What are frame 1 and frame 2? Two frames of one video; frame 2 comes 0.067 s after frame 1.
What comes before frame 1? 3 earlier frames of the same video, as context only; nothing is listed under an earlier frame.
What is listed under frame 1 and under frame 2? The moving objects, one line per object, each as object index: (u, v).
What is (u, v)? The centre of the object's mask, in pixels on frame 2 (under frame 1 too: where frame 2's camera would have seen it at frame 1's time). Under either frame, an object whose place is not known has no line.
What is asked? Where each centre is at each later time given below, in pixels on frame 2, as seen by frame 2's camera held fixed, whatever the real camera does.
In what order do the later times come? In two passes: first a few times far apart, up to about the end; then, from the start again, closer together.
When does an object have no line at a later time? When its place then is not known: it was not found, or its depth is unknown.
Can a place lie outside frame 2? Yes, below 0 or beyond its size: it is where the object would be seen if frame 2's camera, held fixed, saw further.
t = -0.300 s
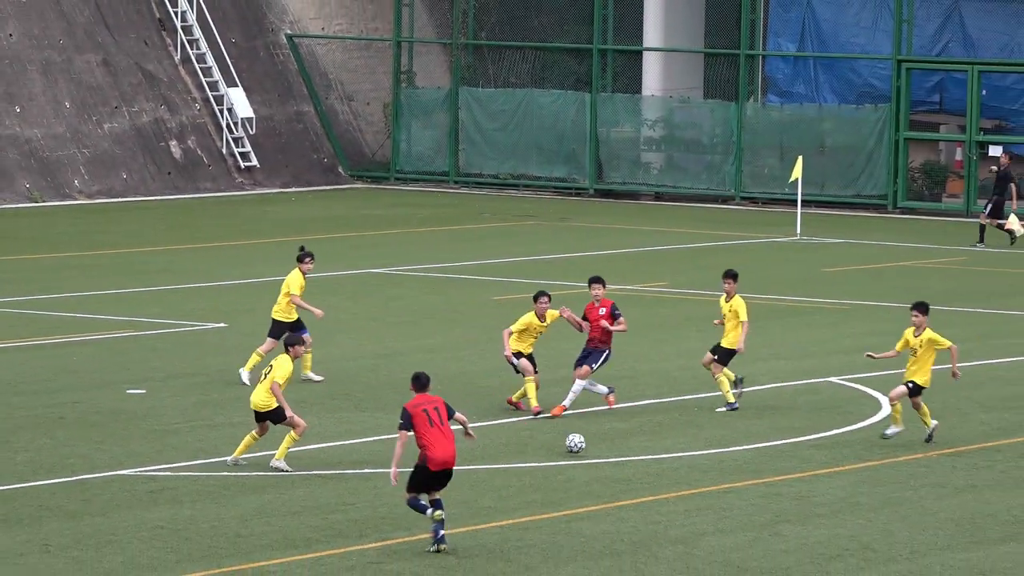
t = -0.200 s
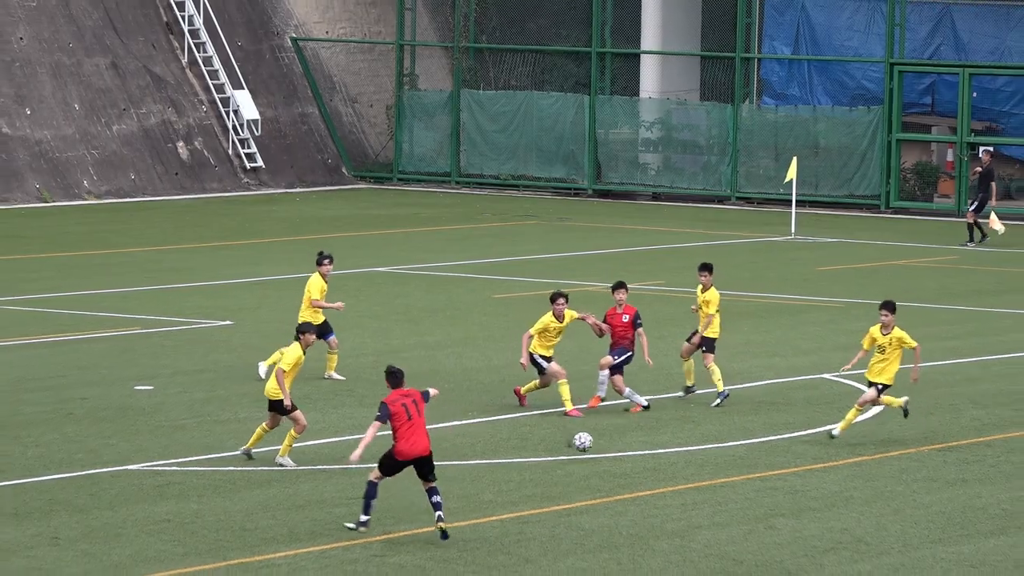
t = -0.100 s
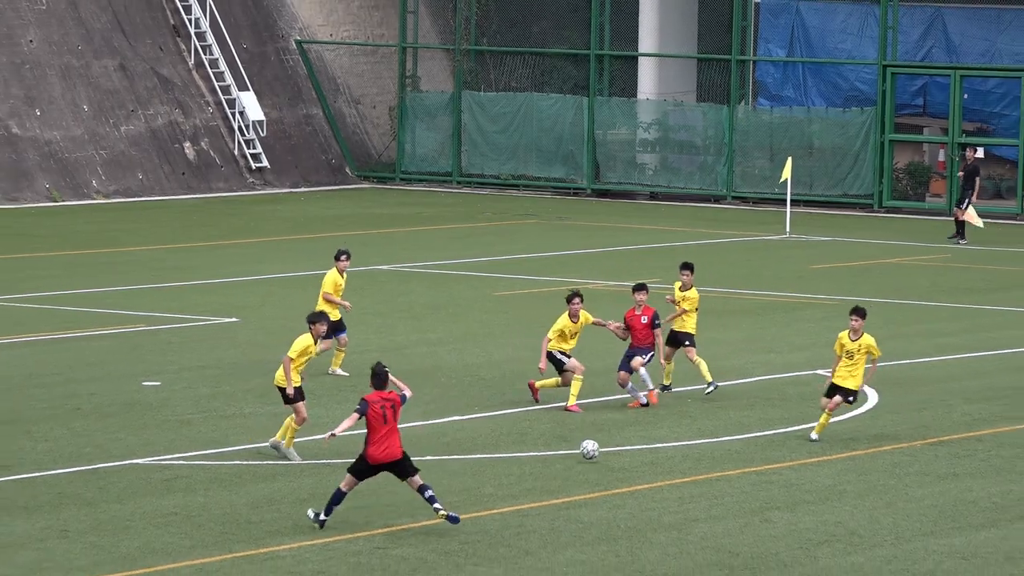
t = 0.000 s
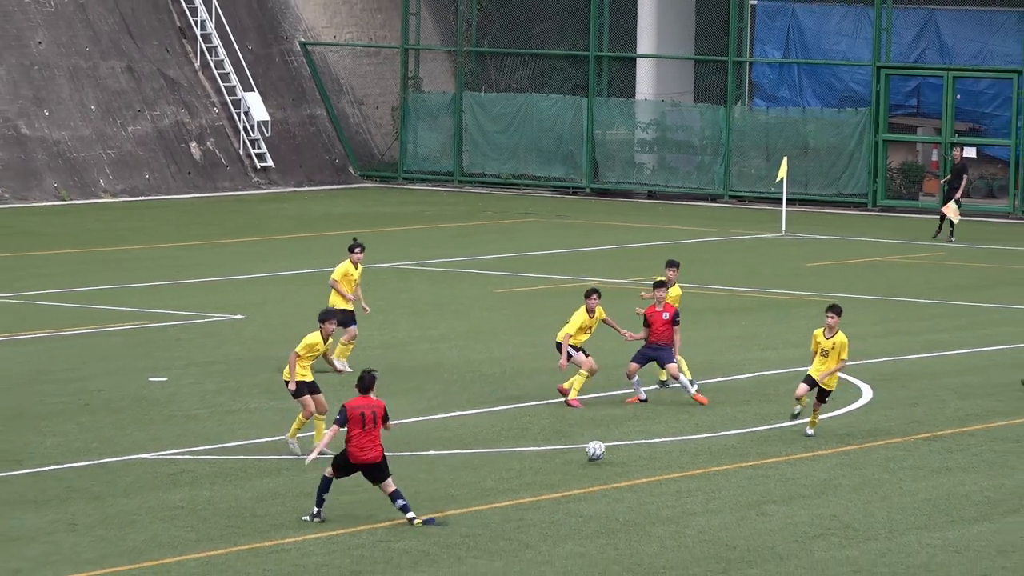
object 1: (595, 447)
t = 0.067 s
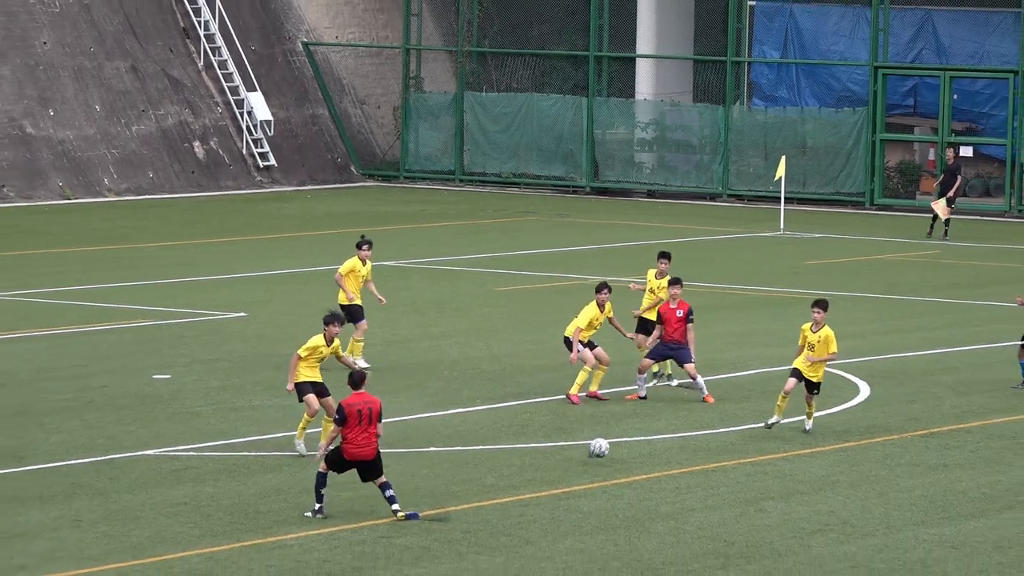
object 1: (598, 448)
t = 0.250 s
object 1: (610, 469)
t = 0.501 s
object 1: (624, 484)
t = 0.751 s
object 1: (634, 499)
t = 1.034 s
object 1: (645, 518)
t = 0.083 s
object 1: (600, 449)
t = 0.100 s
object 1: (601, 450)
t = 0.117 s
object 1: (602, 451)
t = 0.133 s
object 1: (604, 453)
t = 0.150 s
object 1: (605, 455)
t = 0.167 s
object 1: (605, 457)
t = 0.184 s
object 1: (606, 459)
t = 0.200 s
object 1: (607, 462)
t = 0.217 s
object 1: (608, 465)
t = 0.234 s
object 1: (609, 468)
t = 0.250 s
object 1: (610, 469)
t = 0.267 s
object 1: (611, 468)
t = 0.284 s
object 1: (612, 468)
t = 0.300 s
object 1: (613, 467)
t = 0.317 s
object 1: (614, 467)
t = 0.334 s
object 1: (615, 467)
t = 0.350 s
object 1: (616, 467)
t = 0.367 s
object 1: (617, 468)
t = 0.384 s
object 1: (618, 469)
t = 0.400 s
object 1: (618, 471)
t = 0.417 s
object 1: (619, 472)
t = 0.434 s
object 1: (620, 474)
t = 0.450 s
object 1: (621, 476)
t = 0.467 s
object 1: (622, 478)
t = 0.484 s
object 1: (623, 481)
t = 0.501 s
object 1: (624, 484)
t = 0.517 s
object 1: (624, 486)
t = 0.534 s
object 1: (625, 487)
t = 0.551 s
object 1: (626, 487)
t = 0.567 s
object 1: (626, 487)
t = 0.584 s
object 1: (627, 488)
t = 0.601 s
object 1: (628, 489)
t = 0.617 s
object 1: (628, 490)
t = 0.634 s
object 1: (629, 491)
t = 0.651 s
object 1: (630, 493)
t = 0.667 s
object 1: (631, 495)
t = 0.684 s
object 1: (631, 497)
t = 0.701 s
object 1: (632, 498)
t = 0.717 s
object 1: (632, 498)
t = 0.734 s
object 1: (633, 498)
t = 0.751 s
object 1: (634, 499)
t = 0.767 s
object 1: (635, 500)
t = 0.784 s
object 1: (635, 501)
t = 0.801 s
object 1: (636, 503)
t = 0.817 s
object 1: (636, 504)
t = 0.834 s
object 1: (637, 506)
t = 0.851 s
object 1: (638, 507)
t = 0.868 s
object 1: (638, 508)
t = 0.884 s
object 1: (639, 509)
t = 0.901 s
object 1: (640, 510)
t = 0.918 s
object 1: (640, 511)
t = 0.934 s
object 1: (641, 512)
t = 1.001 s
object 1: (643, 516)
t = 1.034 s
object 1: (645, 518)
